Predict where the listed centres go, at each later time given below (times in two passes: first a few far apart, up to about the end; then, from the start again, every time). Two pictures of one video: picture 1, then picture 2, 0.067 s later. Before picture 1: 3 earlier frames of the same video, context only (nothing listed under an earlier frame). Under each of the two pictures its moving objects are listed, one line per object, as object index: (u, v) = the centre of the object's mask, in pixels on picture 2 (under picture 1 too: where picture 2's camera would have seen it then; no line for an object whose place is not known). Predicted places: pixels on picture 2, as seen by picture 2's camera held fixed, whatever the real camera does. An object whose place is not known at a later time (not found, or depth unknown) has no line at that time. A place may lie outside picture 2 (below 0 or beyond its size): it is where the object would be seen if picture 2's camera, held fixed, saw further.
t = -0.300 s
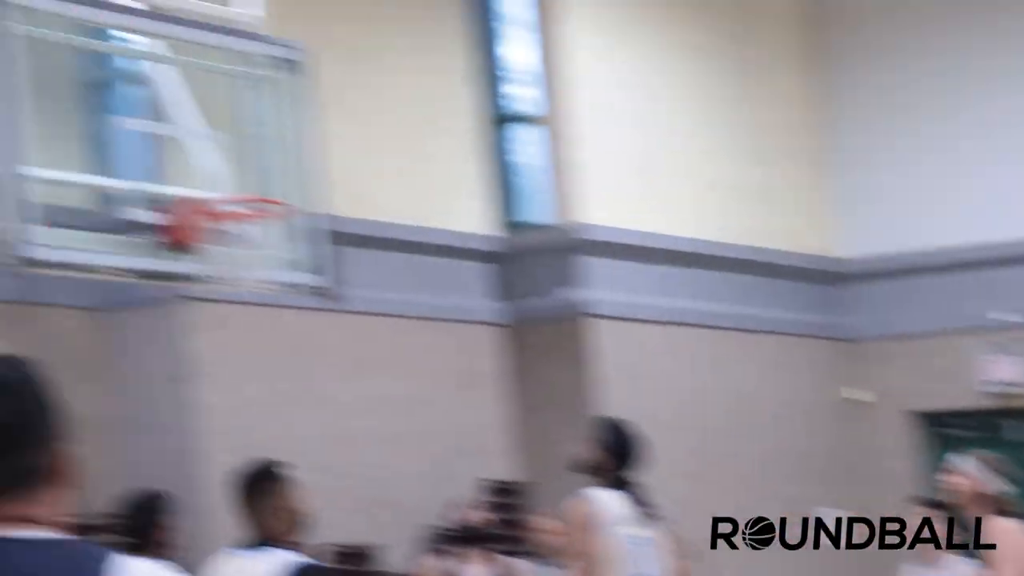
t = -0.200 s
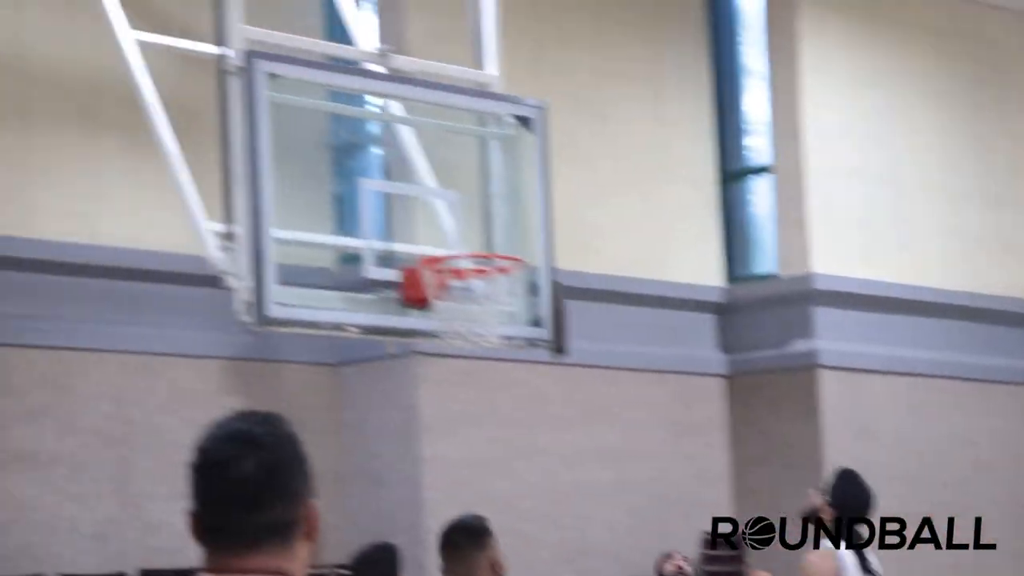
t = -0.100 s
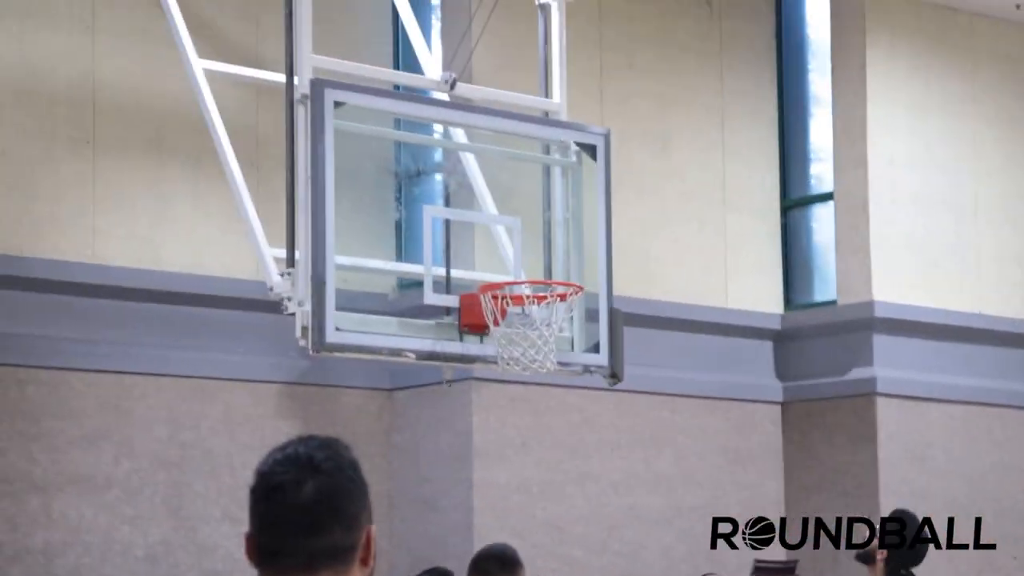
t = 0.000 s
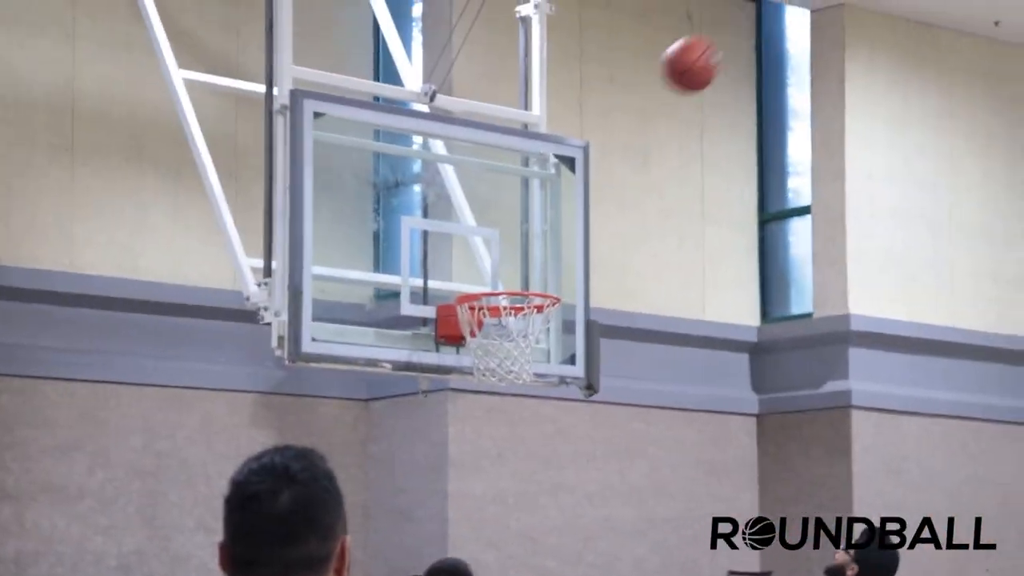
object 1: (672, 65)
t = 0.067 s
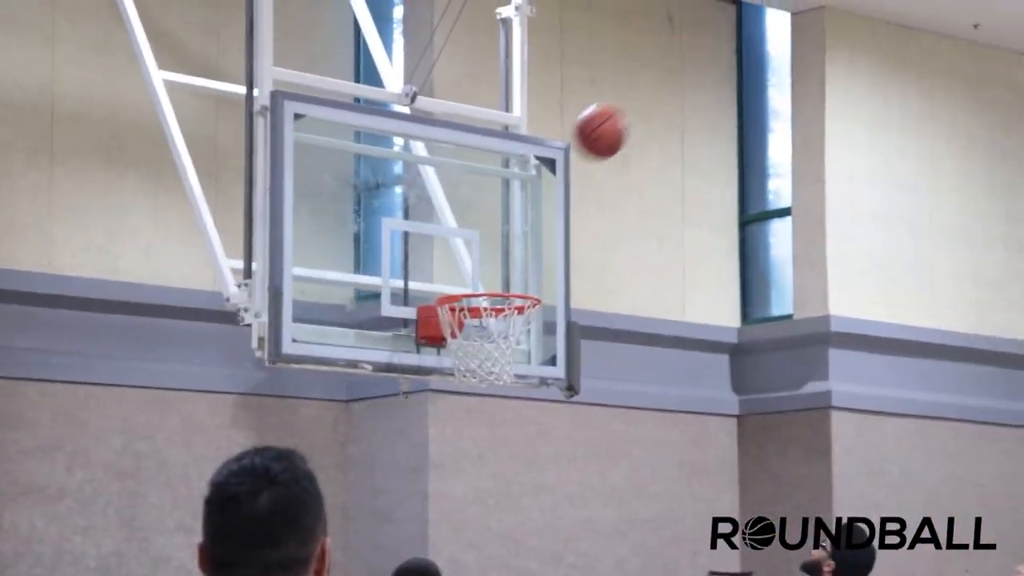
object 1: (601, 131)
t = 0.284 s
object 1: (502, 300)
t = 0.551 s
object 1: (503, 270)
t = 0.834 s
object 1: (464, 263)
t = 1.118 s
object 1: (473, 288)
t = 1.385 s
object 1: (487, 422)
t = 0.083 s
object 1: (583, 149)
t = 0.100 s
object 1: (566, 166)
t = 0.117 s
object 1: (548, 185)
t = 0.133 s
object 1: (531, 204)
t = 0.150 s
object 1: (515, 222)
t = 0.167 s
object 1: (497, 243)
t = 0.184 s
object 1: (482, 262)
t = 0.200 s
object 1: (464, 278)
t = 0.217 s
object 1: (461, 284)
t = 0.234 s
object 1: (484, 299)
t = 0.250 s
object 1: (503, 303)
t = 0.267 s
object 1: (512, 303)
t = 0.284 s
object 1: (502, 300)
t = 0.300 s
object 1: (487, 298)
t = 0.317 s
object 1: (477, 297)
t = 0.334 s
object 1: (474, 296)
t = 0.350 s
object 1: (477, 297)
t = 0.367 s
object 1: (480, 298)
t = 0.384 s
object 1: (482, 299)
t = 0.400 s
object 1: (484, 299)
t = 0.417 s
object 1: (488, 296)
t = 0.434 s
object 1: (495, 292)
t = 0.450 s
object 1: (500, 286)
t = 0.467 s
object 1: (506, 280)
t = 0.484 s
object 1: (512, 279)
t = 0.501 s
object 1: (513, 278)
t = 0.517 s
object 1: (510, 275)
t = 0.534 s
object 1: (506, 273)
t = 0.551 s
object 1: (503, 270)
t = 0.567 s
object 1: (500, 268)
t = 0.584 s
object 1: (496, 265)
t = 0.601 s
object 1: (493, 263)
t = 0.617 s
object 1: (489, 262)
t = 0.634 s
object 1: (487, 261)
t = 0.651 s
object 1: (483, 261)
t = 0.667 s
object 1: (480, 261)
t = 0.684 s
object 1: (476, 263)
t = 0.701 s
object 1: (473, 264)
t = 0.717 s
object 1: (470, 266)
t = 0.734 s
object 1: (466, 268)
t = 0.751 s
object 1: (464, 270)
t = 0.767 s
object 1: (464, 269)
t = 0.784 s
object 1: (464, 267)
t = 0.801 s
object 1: (464, 265)
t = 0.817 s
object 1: (464, 264)
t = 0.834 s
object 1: (464, 263)
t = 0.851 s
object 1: (464, 263)
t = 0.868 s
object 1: (464, 263)
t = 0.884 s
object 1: (464, 264)
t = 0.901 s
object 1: (464, 266)
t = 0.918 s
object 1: (464, 267)
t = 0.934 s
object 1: (464, 269)
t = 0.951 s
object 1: (464, 272)
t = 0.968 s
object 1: (465, 272)
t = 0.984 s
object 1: (465, 272)
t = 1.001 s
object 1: (466, 272)
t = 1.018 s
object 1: (467, 272)
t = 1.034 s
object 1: (468, 273)
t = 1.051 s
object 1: (469, 274)
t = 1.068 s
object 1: (470, 276)
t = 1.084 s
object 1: (470, 277)
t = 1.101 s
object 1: (471, 279)
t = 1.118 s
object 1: (473, 288)
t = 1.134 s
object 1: (474, 297)
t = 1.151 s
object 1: (474, 303)
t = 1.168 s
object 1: (475, 309)
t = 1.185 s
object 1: (474, 317)
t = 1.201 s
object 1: (474, 321)
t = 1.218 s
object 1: (474, 328)
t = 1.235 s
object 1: (478, 337)
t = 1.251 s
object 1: (478, 345)
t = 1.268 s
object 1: (479, 354)
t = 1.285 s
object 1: (480, 363)
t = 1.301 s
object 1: (481, 370)
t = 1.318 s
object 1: (482, 380)
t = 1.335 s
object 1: (484, 391)
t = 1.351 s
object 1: (485, 400)
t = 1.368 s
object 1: (486, 411)
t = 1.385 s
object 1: (487, 422)
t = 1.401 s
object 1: (488, 434)
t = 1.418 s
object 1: (490, 446)
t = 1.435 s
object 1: (491, 460)
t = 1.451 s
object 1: (492, 474)
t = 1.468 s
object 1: (495, 487)
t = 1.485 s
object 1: (503, 498)
